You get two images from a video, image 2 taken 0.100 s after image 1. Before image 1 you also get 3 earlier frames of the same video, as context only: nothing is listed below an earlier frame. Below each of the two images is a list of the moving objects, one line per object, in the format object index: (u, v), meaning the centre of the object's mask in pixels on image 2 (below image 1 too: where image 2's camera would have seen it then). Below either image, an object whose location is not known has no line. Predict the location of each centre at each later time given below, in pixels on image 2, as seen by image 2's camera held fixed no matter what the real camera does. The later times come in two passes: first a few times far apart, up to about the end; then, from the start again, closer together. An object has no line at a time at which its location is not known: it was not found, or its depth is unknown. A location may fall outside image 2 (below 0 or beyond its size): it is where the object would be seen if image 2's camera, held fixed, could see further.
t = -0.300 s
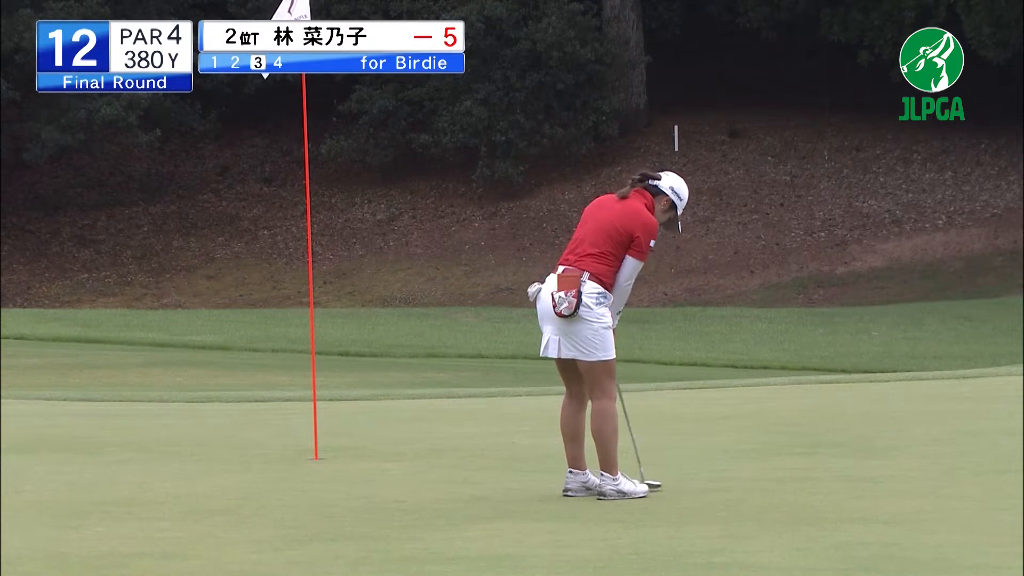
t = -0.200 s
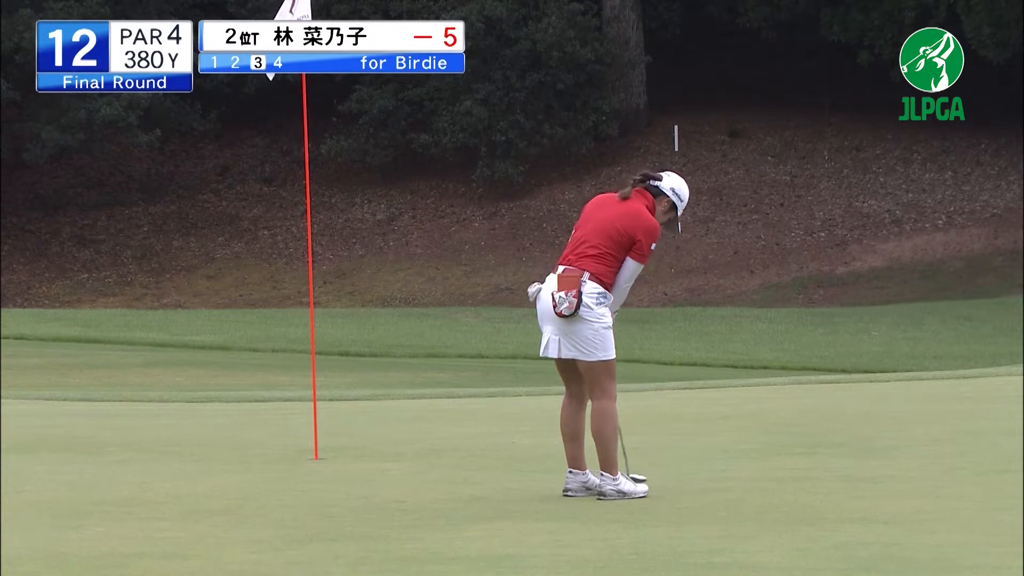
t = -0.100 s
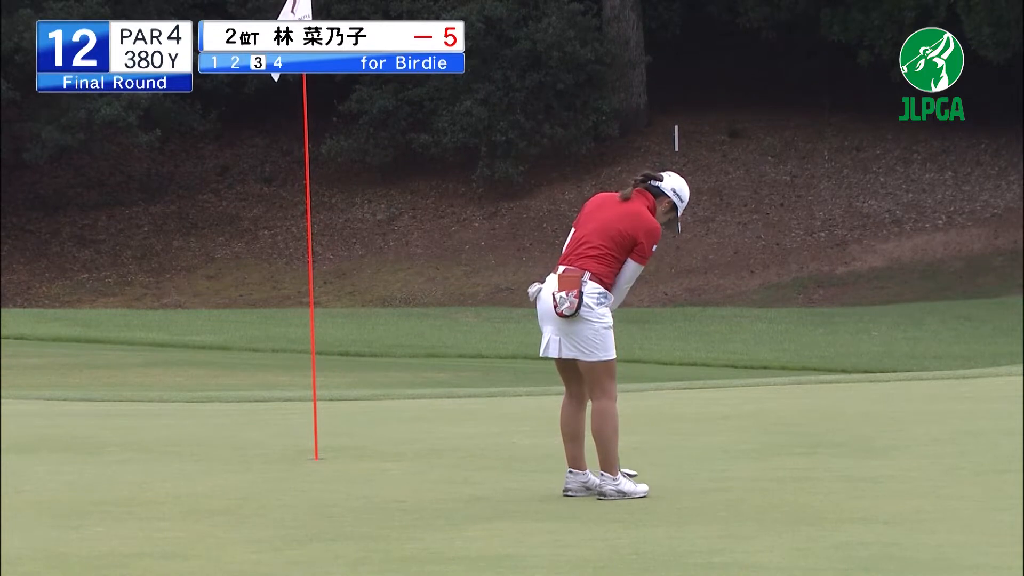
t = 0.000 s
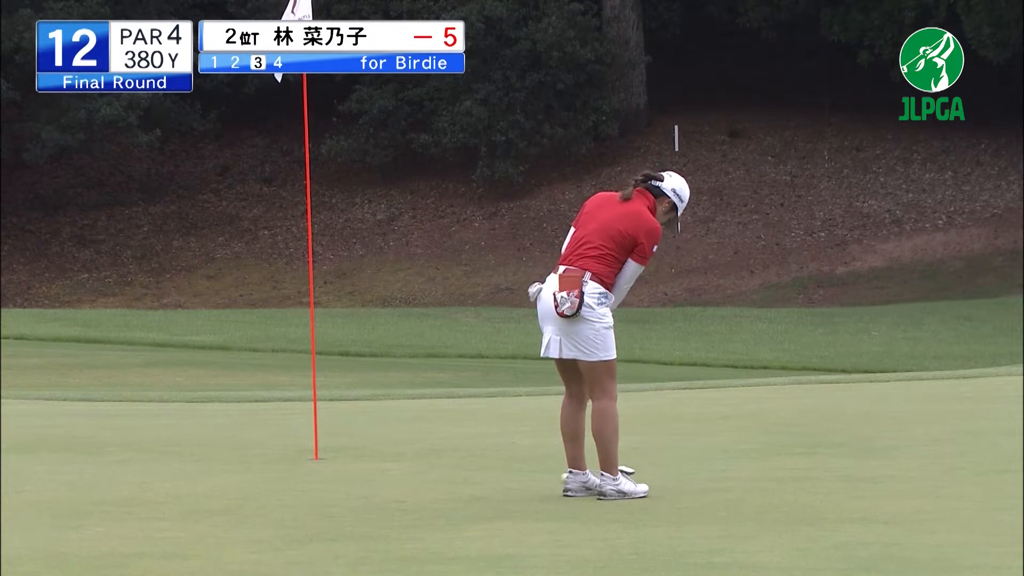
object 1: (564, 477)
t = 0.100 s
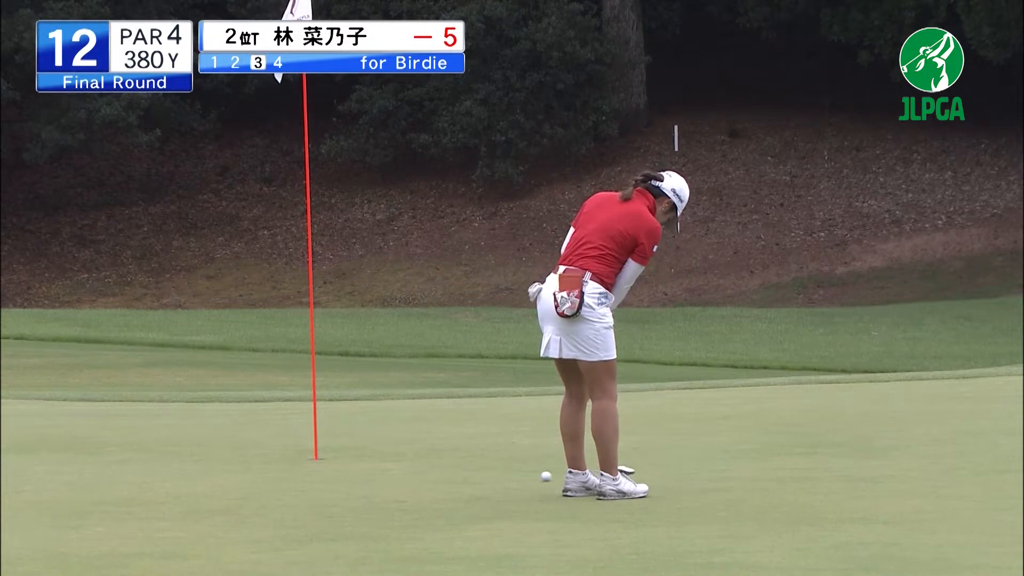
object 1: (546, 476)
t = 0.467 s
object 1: (479, 470)
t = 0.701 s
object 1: (441, 467)
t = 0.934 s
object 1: (409, 464)
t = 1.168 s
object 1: (380, 461)
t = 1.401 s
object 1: (356, 458)
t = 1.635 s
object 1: (333, 456)
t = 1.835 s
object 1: (324, 459)
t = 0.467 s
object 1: (479, 470)
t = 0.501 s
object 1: (473, 469)
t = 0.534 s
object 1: (468, 469)
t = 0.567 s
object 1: (462, 469)
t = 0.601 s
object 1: (457, 468)
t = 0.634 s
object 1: (451, 468)
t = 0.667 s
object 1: (446, 467)
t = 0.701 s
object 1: (441, 467)
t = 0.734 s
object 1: (437, 466)
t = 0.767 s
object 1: (432, 466)
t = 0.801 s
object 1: (427, 465)
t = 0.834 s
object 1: (422, 465)
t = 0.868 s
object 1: (417, 464)
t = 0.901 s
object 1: (413, 464)
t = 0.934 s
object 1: (409, 464)
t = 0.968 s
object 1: (404, 463)
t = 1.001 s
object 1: (400, 463)
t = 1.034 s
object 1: (396, 463)
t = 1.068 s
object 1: (392, 462)
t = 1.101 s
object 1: (387, 462)
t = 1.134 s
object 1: (384, 461)
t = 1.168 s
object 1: (380, 461)
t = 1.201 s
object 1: (377, 460)
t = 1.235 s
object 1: (373, 460)
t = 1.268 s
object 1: (369, 460)
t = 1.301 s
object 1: (365, 459)
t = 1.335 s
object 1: (362, 459)
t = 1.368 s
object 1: (359, 458)
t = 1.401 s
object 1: (356, 458)
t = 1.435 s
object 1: (352, 458)
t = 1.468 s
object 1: (349, 458)
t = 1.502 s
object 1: (346, 457)
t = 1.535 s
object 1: (343, 457)
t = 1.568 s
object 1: (340, 456)
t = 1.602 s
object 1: (336, 456)
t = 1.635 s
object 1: (333, 456)
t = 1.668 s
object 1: (330, 456)
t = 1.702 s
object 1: (327, 455)
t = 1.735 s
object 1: (325, 455)
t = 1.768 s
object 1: (322, 455)
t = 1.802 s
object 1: (322, 457)
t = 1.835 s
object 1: (324, 459)
